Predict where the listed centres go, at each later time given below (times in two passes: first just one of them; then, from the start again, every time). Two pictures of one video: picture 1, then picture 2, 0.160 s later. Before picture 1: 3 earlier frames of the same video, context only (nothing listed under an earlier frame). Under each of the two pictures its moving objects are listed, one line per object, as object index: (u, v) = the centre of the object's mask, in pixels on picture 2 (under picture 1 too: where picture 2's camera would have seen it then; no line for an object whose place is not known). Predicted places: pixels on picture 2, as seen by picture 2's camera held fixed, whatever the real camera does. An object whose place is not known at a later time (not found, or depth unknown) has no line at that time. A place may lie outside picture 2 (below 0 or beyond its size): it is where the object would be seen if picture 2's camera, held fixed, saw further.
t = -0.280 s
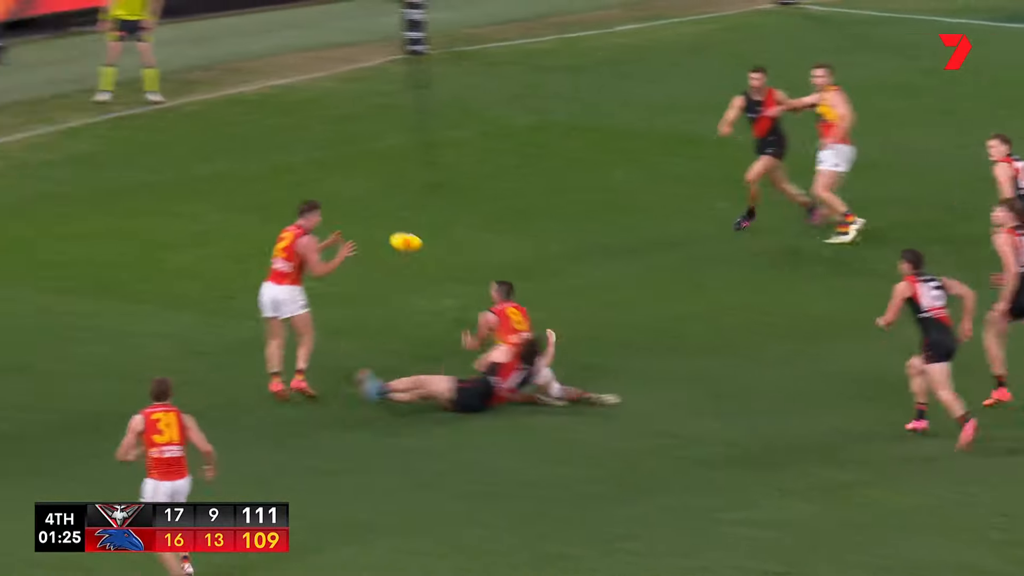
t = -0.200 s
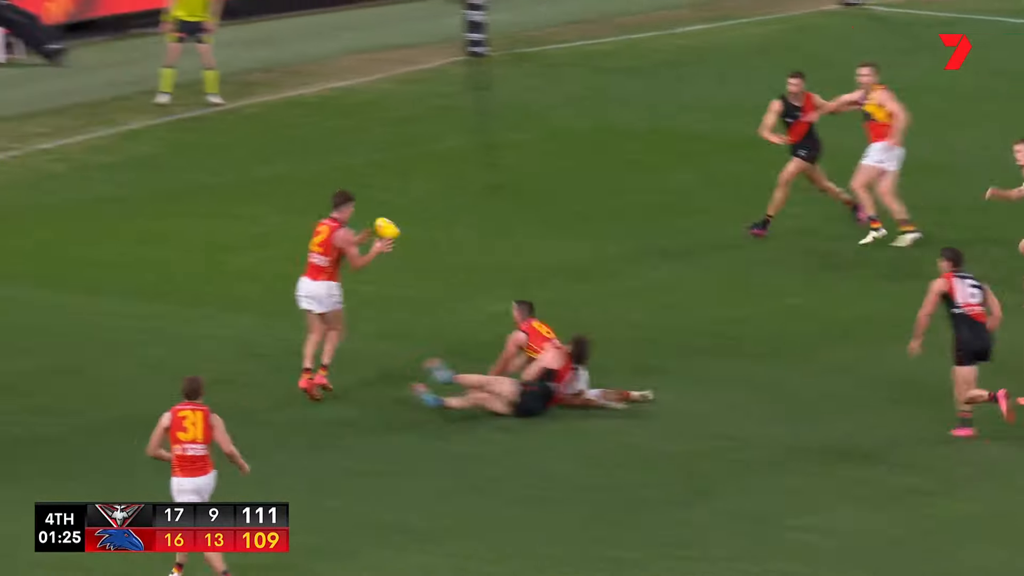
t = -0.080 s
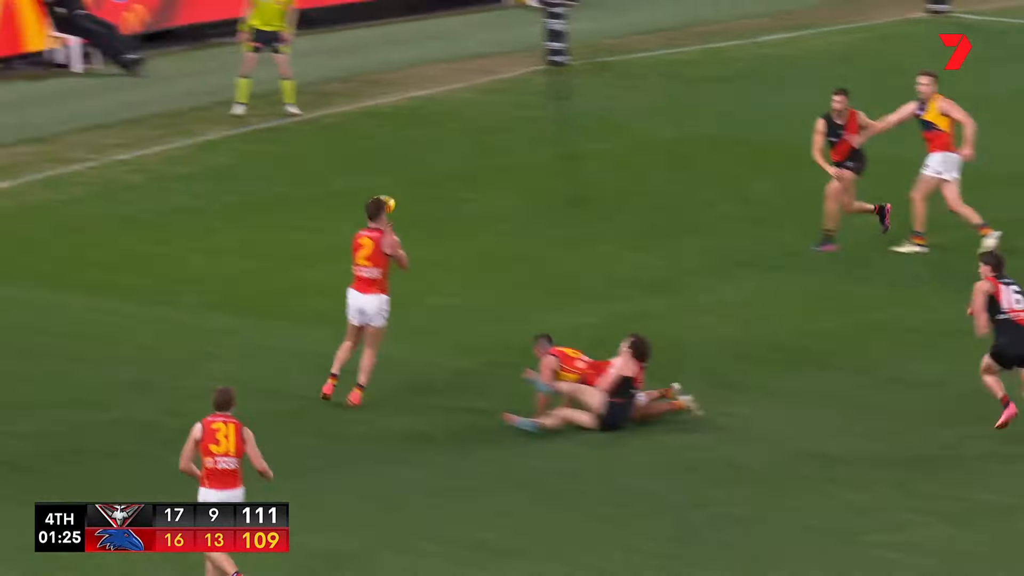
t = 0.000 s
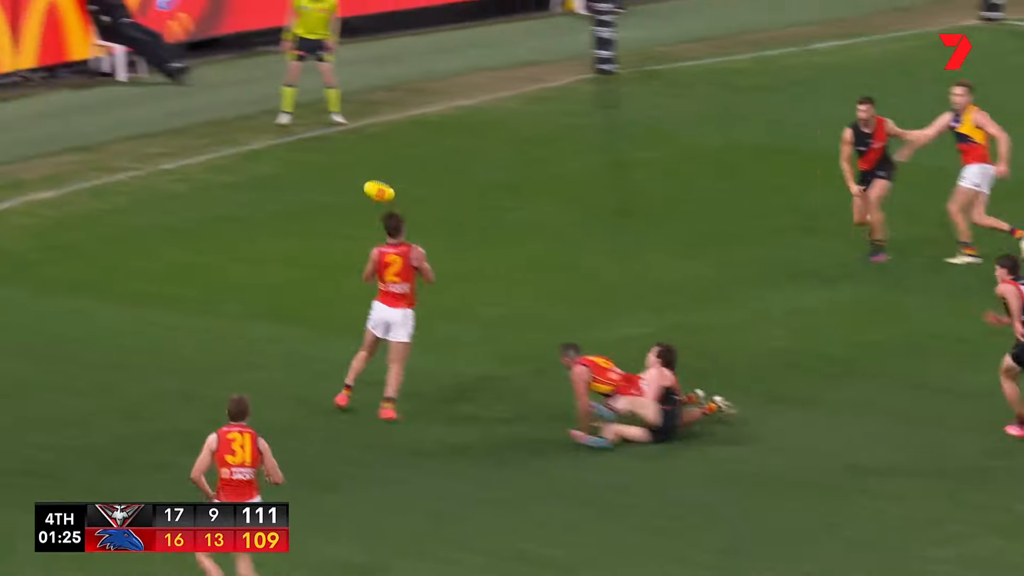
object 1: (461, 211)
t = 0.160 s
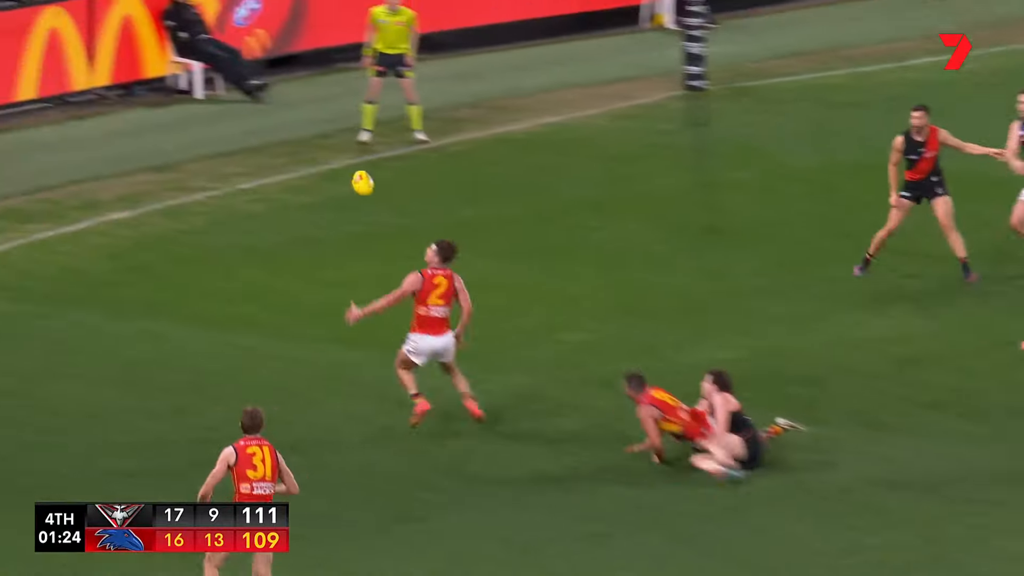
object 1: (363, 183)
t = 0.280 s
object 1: (289, 180)
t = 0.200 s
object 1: (338, 181)
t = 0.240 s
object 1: (313, 179)
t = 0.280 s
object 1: (289, 180)
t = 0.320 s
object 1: (264, 182)
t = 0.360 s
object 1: (240, 187)
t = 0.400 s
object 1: (216, 192)
